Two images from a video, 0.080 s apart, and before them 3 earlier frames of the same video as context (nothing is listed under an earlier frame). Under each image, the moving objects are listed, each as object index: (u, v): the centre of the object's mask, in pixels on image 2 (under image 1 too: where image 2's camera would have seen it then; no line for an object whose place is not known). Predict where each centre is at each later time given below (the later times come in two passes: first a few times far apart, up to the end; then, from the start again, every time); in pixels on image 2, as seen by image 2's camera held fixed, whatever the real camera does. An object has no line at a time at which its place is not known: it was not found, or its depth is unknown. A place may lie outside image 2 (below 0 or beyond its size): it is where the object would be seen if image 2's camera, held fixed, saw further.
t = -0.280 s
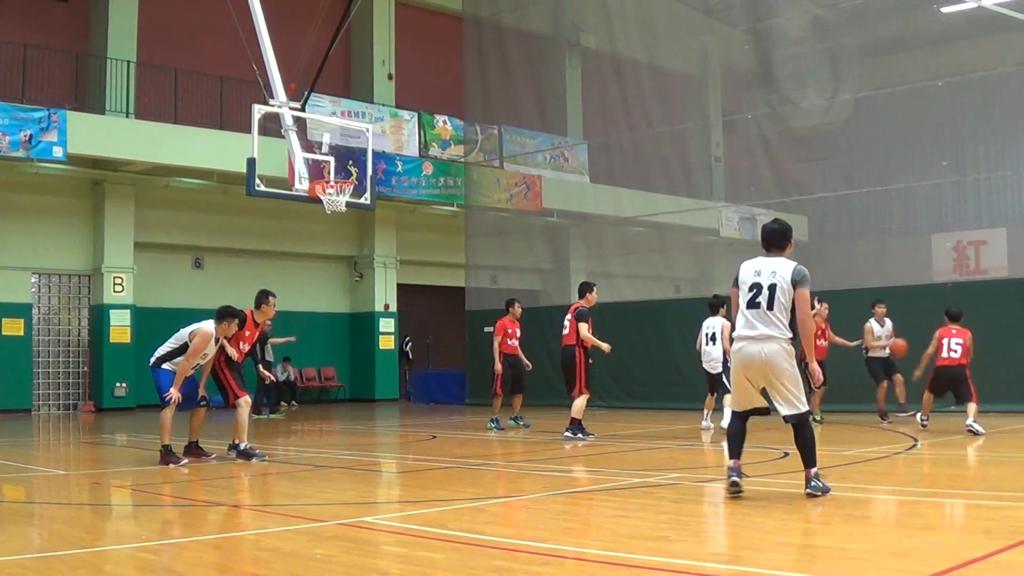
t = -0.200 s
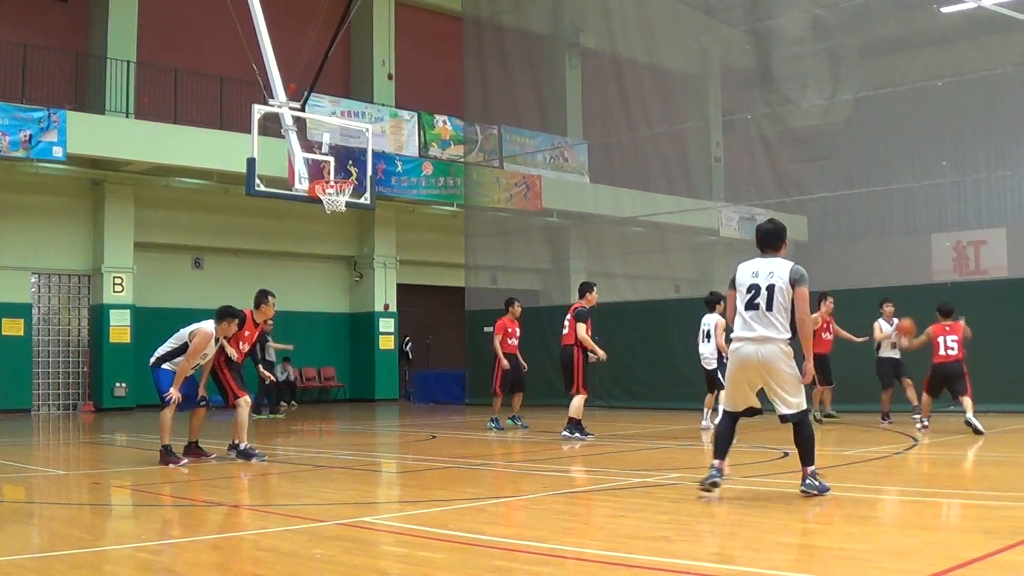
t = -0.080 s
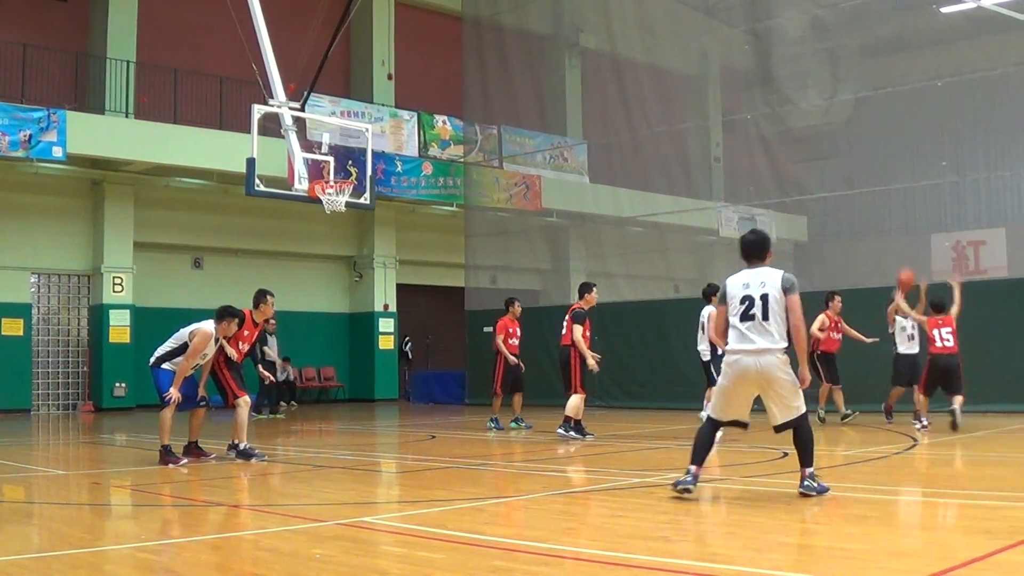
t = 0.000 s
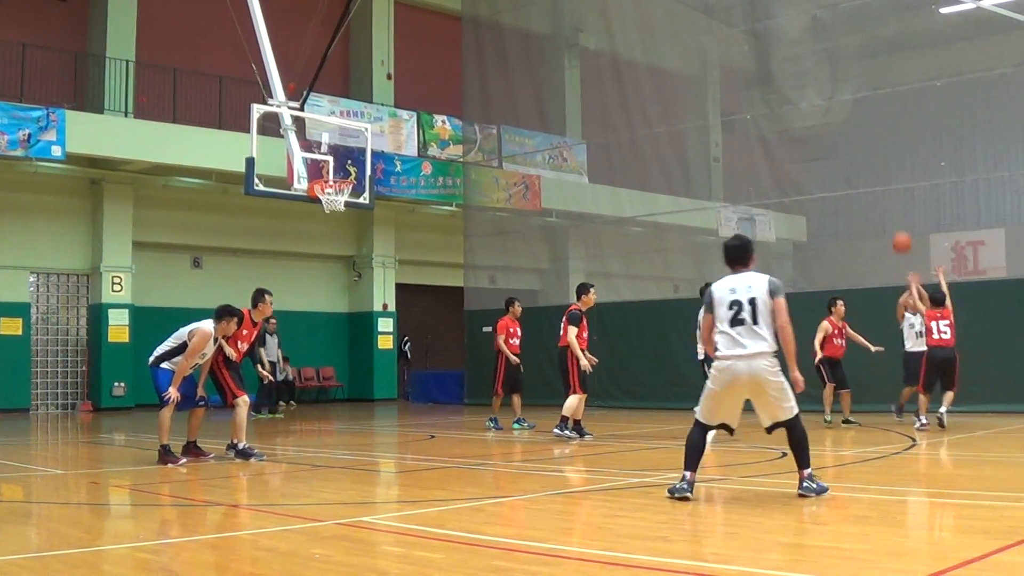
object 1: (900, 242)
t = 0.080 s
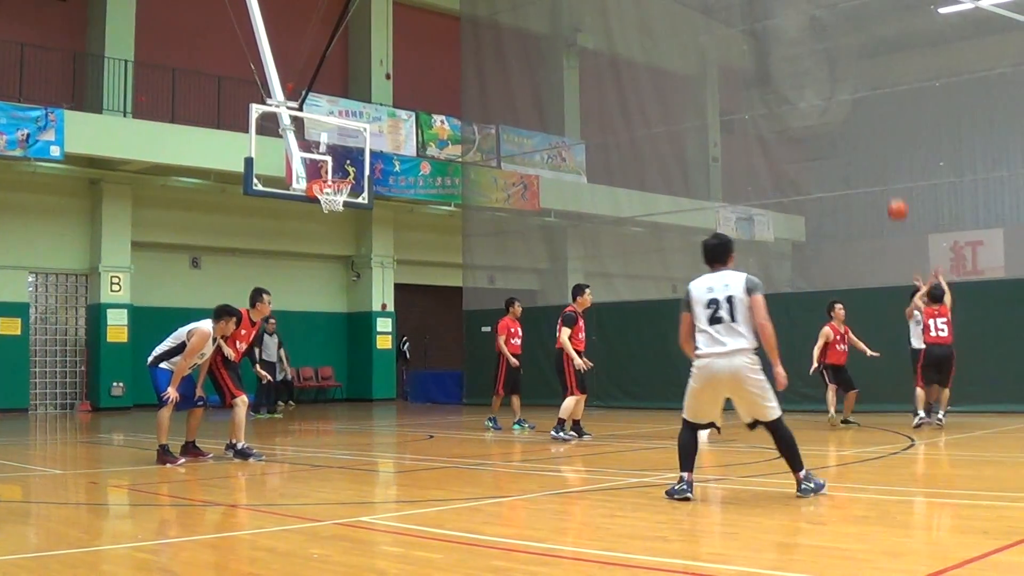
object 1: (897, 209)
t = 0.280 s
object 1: (888, 142)
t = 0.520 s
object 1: (879, 97)
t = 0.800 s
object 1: (865, 106)
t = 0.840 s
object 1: (862, 115)
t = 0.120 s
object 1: (896, 194)
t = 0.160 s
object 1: (894, 179)
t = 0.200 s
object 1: (893, 166)
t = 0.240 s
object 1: (891, 154)
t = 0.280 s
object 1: (888, 142)
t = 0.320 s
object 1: (887, 132)
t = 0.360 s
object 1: (886, 122)
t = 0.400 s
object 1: (885, 114)
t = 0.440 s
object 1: (883, 107)
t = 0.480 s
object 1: (881, 102)
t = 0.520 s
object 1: (879, 97)
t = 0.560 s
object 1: (878, 94)
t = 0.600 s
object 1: (876, 92)
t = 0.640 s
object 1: (874, 91)
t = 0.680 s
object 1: (871, 93)
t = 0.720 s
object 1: (869, 95)
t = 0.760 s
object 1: (867, 100)
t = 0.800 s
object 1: (865, 106)
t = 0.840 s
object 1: (862, 115)
